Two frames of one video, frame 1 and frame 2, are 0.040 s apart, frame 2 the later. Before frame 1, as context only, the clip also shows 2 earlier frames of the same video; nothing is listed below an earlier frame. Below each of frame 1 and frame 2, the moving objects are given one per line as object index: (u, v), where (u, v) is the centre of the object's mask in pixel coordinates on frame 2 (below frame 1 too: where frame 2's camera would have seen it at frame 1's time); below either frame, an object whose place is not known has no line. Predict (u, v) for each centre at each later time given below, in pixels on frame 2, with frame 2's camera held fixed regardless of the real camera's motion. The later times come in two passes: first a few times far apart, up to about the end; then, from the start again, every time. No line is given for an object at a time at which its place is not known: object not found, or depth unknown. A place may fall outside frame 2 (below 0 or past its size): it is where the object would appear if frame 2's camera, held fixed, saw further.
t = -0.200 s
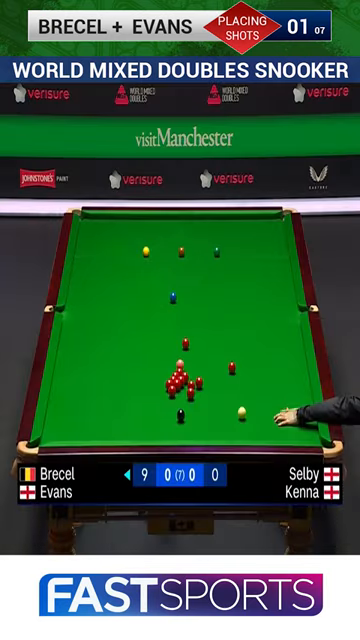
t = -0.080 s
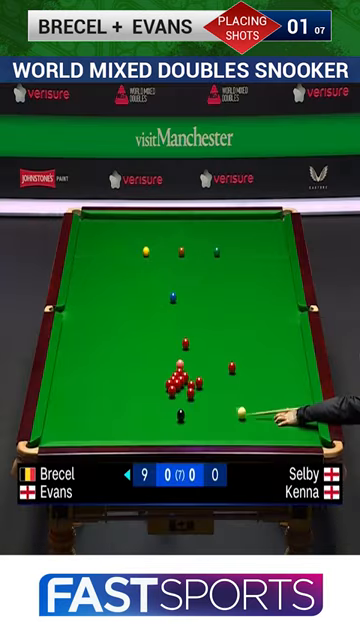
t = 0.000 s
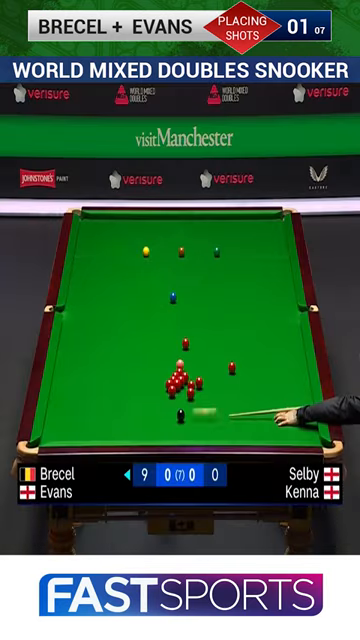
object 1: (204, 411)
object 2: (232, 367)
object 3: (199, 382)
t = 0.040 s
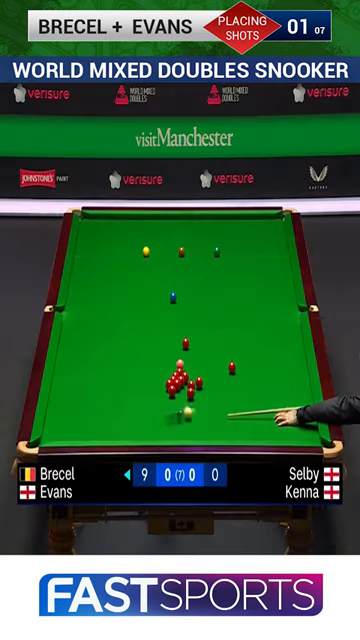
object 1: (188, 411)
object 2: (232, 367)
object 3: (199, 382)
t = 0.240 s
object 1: (180, 400)
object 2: (232, 367)
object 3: (199, 382)
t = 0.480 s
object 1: (184, 388)
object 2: (232, 367)
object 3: (199, 382)
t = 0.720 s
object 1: (186, 384)
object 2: (232, 367)
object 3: (208, 378)
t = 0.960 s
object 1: (187, 381)
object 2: (232, 367)
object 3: (217, 374)
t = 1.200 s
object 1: (189, 379)
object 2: (232, 367)
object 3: (226, 371)
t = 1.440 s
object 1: (191, 378)
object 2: (235, 365)
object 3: (229, 370)
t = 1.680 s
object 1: (192, 378)
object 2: (238, 363)
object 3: (232, 370)
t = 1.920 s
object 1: (193, 377)
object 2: (241, 361)
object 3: (234, 370)
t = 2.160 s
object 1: (193, 378)
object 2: (244, 359)
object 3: (235, 370)
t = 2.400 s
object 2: (246, 358)
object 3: (236, 370)
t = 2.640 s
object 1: (193, 378)
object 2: (248, 357)
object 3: (236, 370)
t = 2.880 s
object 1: (193, 377)
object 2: (249, 356)
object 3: (237, 370)
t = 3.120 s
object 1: (193, 377)
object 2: (251, 355)
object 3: (236, 370)
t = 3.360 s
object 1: (193, 377)
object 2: (251, 355)
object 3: (236, 370)
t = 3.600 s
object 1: (193, 377)
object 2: (252, 354)
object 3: (237, 370)
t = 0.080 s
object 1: (185, 410)
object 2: (232, 367)
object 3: (199, 382)
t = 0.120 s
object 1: (183, 407)
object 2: (232, 367)
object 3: (199, 382)
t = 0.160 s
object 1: (182, 404)
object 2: (232, 367)
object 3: (199, 382)
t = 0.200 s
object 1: (181, 402)
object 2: (232, 367)
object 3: (199, 382)
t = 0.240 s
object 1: (180, 400)
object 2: (232, 367)
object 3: (199, 382)
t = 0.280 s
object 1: (180, 398)
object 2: (232, 367)
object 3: (199, 382)
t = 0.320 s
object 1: (180, 395)
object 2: (232, 367)
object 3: (199, 382)
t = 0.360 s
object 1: (181, 394)
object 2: (232, 367)
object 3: (199, 382)
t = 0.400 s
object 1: (182, 391)
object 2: (232, 367)
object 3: (199, 382)
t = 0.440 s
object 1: (183, 390)
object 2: (232, 367)
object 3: (199, 382)
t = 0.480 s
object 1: (184, 388)
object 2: (232, 367)
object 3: (199, 382)
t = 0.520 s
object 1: (184, 387)
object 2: (232, 367)
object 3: (200, 381)
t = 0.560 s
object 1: (184, 386)
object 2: (232, 367)
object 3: (201, 380)
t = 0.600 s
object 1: (184, 385)
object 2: (232, 367)
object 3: (203, 380)
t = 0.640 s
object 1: (184, 385)
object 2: (232, 367)
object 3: (205, 379)
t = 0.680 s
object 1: (185, 384)
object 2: (232, 367)
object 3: (207, 379)
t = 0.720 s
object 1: (186, 384)
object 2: (232, 367)
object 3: (208, 378)
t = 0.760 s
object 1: (186, 383)
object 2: (232, 367)
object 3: (210, 378)
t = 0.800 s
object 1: (186, 383)
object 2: (232, 367)
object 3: (211, 377)
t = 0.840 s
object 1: (186, 383)
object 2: (232, 367)
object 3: (213, 376)
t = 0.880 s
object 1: (186, 382)
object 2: (232, 367)
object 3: (214, 376)
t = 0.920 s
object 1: (187, 381)
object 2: (232, 367)
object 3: (216, 375)
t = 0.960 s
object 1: (187, 381)
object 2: (232, 367)
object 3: (217, 374)
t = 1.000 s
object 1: (187, 381)
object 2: (232, 367)
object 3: (219, 374)
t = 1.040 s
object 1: (187, 380)
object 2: (232, 367)
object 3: (220, 373)
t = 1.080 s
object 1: (188, 380)
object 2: (232, 367)
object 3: (221, 372)
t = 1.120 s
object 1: (188, 380)
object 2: (232, 367)
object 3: (223, 372)
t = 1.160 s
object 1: (188, 379)
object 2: (232, 367)
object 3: (224, 371)
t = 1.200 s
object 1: (189, 379)
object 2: (232, 367)
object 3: (226, 371)
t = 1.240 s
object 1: (189, 379)
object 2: (232, 367)
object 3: (227, 370)
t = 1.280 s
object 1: (189, 379)
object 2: (233, 366)
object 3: (227, 370)
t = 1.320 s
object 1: (190, 379)
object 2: (234, 366)
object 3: (228, 371)
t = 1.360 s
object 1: (190, 379)
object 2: (234, 366)
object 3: (229, 370)
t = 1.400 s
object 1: (190, 379)
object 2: (234, 366)
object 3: (229, 370)
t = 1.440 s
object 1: (191, 378)
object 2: (235, 365)
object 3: (229, 370)
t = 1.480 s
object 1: (191, 378)
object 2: (236, 365)
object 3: (230, 370)
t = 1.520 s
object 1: (191, 378)
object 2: (236, 364)
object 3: (230, 370)
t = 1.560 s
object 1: (191, 378)
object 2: (237, 364)
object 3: (231, 370)
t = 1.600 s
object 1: (192, 378)
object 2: (237, 364)
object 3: (232, 370)
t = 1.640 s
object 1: (192, 378)
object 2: (238, 364)
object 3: (232, 370)
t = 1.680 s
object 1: (192, 378)
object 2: (238, 363)
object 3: (232, 370)
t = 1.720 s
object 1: (192, 378)
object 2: (239, 363)
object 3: (233, 369)
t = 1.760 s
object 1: (193, 378)
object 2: (239, 362)
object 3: (233, 370)
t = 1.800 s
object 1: (193, 377)
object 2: (240, 362)
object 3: (233, 370)
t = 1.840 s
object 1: (193, 378)
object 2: (240, 362)
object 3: (234, 370)
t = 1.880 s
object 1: (193, 377)
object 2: (241, 361)
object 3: (234, 370)
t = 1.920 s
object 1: (193, 377)
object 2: (241, 361)
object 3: (234, 370)
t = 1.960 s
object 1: (193, 378)
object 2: (242, 361)
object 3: (234, 370)
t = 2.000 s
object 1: (193, 377)
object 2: (242, 361)
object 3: (235, 370)
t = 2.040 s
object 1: (193, 377)
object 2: (243, 360)
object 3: (235, 370)
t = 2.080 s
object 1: (193, 377)
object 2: (243, 360)
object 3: (235, 370)
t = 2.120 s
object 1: (193, 378)
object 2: (244, 359)
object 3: (235, 370)
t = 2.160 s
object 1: (193, 378)
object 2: (244, 359)
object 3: (235, 370)
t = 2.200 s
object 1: (193, 378)
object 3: (235, 370)
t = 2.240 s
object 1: (193, 378)
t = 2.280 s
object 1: (193, 378)
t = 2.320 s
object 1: (193, 377)
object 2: (246, 358)
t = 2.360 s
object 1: (193, 377)
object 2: (246, 358)
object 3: (236, 370)
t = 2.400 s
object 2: (246, 358)
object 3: (236, 370)
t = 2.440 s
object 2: (246, 358)
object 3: (236, 370)
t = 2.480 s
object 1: (195, 377)
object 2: (247, 358)
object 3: (236, 370)
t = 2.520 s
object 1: (193, 377)
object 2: (247, 357)
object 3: (236, 370)
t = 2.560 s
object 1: (193, 378)
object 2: (248, 357)
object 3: (236, 370)
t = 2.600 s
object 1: (193, 378)
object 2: (248, 357)
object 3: (236, 370)
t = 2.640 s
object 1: (193, 378)
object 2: (248, 357)
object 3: (236, 370)
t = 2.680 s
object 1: (193, 377)
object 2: (249, 357)
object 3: (236, 370)
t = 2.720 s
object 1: (193, 377)
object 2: (249, 356)
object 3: (236, 370)
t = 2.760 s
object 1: (193, 378)
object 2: (249, 357)
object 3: (237, 370)
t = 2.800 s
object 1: (193, 377)
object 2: (249, 356)
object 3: (236, 370)
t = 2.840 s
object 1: (193, 377)
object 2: (249, 356)
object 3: (237, 370)
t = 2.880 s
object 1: (193, 377)
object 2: (249, 356)
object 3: (237, 370)
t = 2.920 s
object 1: (193, 378)
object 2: (250, 355)
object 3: (236, 370)
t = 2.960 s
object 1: (193, 377)
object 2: (250, 355)
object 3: (236, 370)
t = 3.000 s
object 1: (193, 377)
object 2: (250, 355)
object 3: (236, 370)
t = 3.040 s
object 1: (193, 378)
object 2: (250, 355)
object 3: (236, 370)
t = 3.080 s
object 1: (193, 377)
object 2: (251, 355)
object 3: (236, 370)
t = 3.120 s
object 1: (193, 377)
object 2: (251, 355)
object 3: (236, 370)
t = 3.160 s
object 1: (193, 378)
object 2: (251, 355)
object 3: (236, 370)
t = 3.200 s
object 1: (193, 377)
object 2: (251, 355)
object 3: (236, 370)
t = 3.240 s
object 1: (193, 377)
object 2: (251, 355)
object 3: (236, 370)
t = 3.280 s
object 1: (193, 377)
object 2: (251, 355)
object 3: (236, 370)
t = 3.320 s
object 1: (193, 377)
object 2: (252, 355)
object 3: (236, 370)
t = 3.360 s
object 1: (193, 377)
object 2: (251, 355)
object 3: (236, 370)
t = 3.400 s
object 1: (193, 377)
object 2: (252, 354)
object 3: (236, 370)
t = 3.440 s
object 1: (193, 378)
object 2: (252, 354)
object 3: (236, 370)
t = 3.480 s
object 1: (193, 377)
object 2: (252, 355)
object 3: (237, 370)
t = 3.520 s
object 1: (193, 377)
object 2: (252, 354)
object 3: (236, 370)
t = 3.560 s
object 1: (193, 378)
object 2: (252, 354)
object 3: (237, 370)
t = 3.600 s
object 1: (193, 377)
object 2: (252, 354)
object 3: (237, 370)
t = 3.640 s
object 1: (193, 377)
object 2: (252, 354)
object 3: (236, 370)
